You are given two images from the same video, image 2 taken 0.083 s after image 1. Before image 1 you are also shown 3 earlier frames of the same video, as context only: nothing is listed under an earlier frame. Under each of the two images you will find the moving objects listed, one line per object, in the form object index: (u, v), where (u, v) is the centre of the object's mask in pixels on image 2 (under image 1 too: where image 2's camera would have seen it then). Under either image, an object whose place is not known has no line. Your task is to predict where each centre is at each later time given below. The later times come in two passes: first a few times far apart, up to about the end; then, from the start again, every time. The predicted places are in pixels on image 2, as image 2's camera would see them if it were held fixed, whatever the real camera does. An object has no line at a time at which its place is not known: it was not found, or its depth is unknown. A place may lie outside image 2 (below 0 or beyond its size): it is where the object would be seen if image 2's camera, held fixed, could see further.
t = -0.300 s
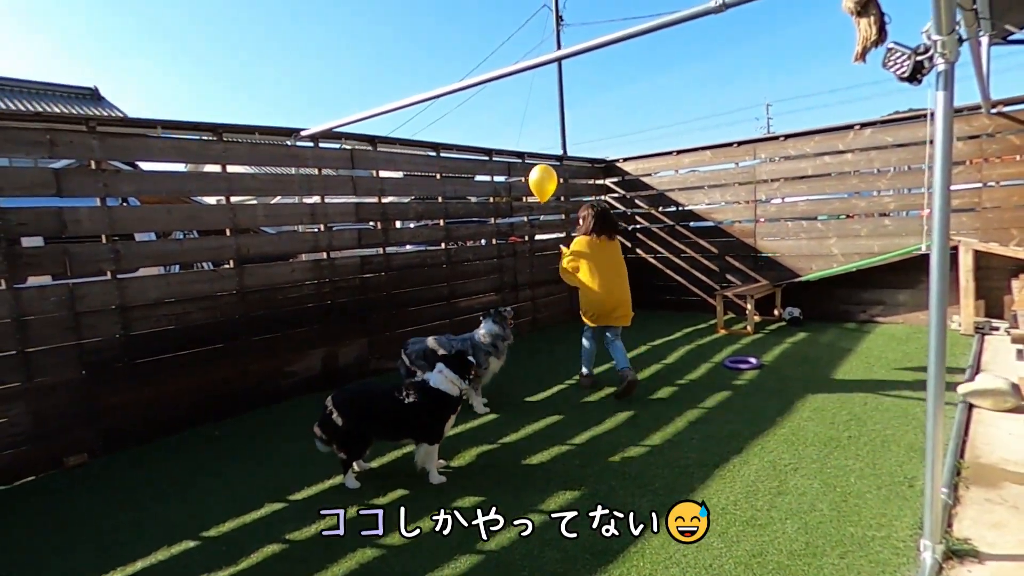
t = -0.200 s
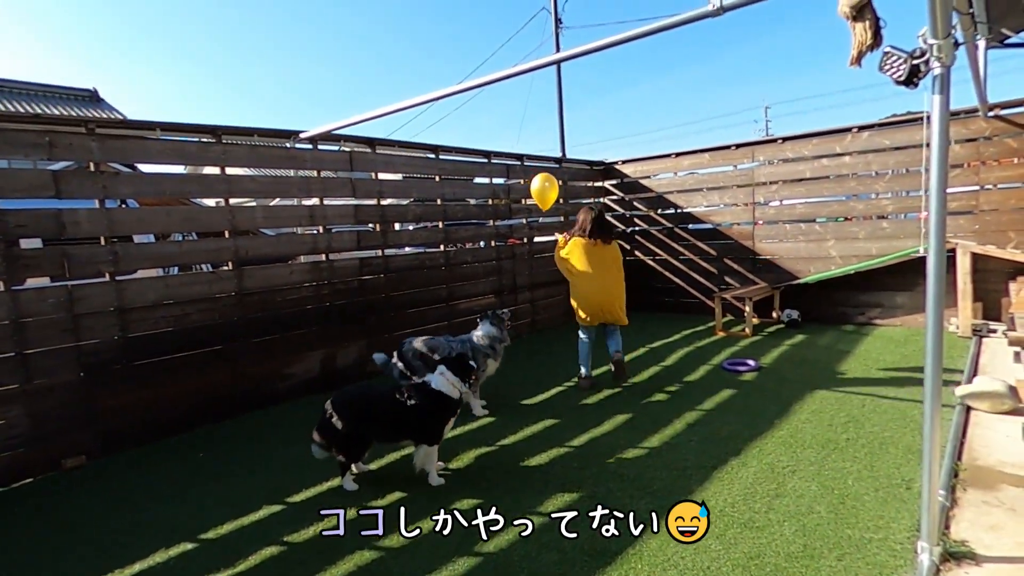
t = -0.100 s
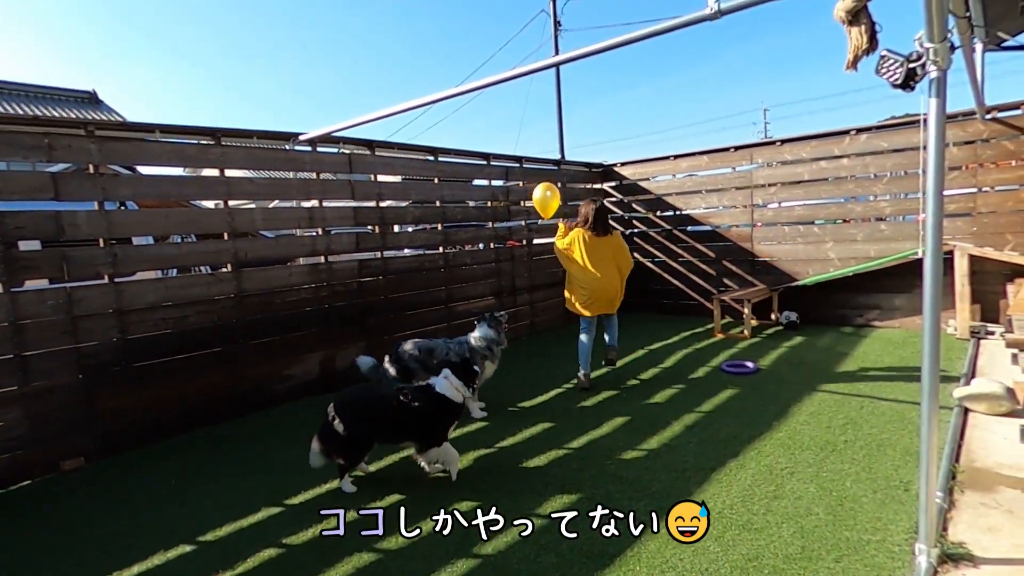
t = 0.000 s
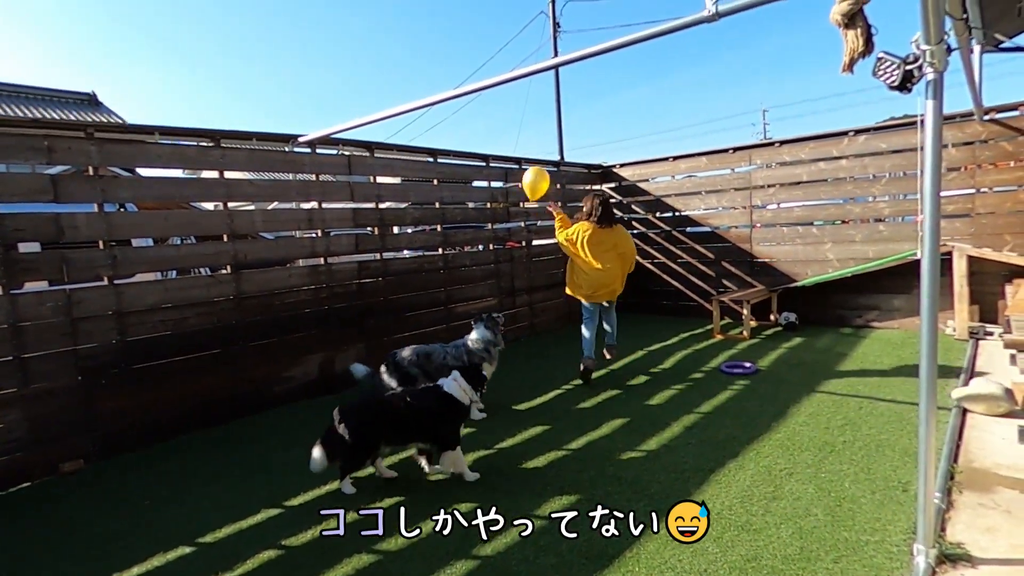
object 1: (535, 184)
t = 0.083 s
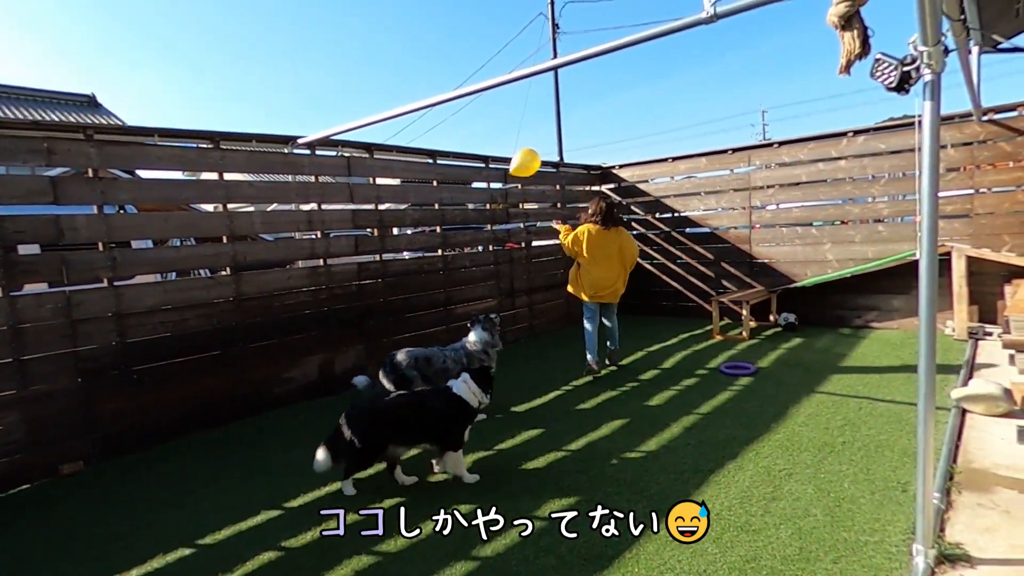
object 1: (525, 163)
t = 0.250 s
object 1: (513, 133)
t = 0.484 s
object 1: (508, 113)
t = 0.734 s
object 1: (510, 109)
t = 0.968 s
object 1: (515, 113)
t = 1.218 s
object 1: (523, 126)
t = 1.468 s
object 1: (537, 147)
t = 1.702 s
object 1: (554, 171)
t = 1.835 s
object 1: (566, 185)
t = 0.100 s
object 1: (523, 159)
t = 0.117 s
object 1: (522, 156)
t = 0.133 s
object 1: (521, 153)
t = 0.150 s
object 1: (519, 149)
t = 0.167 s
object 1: (518, 146)
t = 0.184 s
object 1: (517, 143)
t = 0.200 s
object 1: (516, 140)
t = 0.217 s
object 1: (515, 138)
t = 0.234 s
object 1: (514, 135)
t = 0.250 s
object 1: (513, 133)
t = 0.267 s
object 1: (513, 131)
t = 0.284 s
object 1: (512, 129)
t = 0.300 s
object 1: (511, 127)
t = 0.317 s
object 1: (510, 125)
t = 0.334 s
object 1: (510, 124)
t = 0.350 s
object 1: (510, 122)
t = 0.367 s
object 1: (509, 121)
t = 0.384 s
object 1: (509, 119)
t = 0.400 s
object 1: (508, 118)
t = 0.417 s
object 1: (508, 117)
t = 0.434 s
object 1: (508, 116)
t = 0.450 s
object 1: (508, 115)
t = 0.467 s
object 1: (508, 114)
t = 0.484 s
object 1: (508, 113)
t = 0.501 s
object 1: (508, 113)
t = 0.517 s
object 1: (508, 112)
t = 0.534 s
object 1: (508, 112)
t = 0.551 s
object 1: (508, 111)
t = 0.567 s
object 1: (508, 111)
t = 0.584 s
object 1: (508, 110)
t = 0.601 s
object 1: (508, 110)
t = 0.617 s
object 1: (508, 110)
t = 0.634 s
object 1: (508, 109)
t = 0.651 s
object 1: (508, 109)
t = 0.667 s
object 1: (509, 109)
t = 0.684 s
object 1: (509, 109)
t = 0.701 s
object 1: (509, 109)
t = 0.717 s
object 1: (509, 109)
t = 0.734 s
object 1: (510, 109)
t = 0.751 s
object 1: (510, 109)
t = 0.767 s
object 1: (510, 109)
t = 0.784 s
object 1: (510, 109)
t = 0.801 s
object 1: (511, 109)
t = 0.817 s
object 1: (511, 109)
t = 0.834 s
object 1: (511, 110)
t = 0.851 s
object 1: (512, 110)
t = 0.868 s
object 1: (512, 110)
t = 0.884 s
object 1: (512, 110)
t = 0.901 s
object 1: (513, 111)
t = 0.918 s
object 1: (513, 111)
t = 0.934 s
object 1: (514, 112)
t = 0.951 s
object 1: (514, 112)
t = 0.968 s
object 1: (515, 113)
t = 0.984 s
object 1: (515, 113)
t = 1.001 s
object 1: (515, 114)
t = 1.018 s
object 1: (516, 115)
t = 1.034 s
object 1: (516, 115)
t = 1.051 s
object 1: (517, 116)
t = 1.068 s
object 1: (518, 117)
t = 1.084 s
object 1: (518, 118)
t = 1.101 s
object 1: (519, 119)
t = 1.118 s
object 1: (519, 120)
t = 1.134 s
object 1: (520, 121)
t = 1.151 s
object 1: (521, 121)
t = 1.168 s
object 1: (521, 123)
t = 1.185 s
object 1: (522, 124)
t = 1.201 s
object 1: (523, 125)
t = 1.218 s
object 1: (523, 126)
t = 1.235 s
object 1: (524, 127)
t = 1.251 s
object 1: (525, 128)
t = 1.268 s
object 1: (526, 129)
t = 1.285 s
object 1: (526, 131)
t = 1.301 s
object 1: (527, 132)
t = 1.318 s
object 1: (528, 133)
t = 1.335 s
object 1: (529, 135)
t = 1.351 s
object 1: (530, 136)
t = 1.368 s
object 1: (531, 138)
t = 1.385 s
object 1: (532, 139)
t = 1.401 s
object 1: (533, 141)
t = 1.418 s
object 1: (534, 142)
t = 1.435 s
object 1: (535, 143)
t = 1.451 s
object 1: (536, 145)
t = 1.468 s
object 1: (537, 147)
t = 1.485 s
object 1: (538, 148)
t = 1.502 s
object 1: (539, 150)
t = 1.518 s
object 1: (540, 152)
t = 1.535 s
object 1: (541, 153)
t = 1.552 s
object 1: (542, 155)
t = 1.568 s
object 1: (544, 157)
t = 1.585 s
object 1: (545, 158)
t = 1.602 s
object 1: (546, 160)
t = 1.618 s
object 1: (547, 162)
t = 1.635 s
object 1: (548, 164)
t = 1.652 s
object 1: (550, 165)
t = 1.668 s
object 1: (551, 167)
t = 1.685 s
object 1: (553, 169)
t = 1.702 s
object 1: (554, 171)
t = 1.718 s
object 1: (556, 172)
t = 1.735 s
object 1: (557, 174)
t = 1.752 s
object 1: (558, 176)
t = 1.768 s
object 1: (560, 178)
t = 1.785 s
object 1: (561, 180)
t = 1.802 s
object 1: (563, 182)
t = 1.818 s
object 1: (564, 184)
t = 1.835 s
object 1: (566, 185)
